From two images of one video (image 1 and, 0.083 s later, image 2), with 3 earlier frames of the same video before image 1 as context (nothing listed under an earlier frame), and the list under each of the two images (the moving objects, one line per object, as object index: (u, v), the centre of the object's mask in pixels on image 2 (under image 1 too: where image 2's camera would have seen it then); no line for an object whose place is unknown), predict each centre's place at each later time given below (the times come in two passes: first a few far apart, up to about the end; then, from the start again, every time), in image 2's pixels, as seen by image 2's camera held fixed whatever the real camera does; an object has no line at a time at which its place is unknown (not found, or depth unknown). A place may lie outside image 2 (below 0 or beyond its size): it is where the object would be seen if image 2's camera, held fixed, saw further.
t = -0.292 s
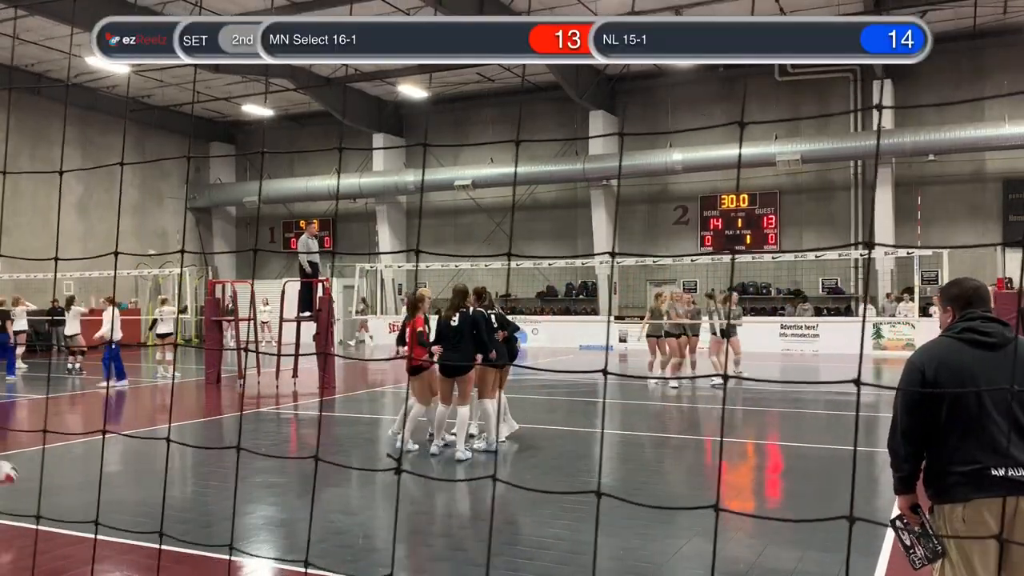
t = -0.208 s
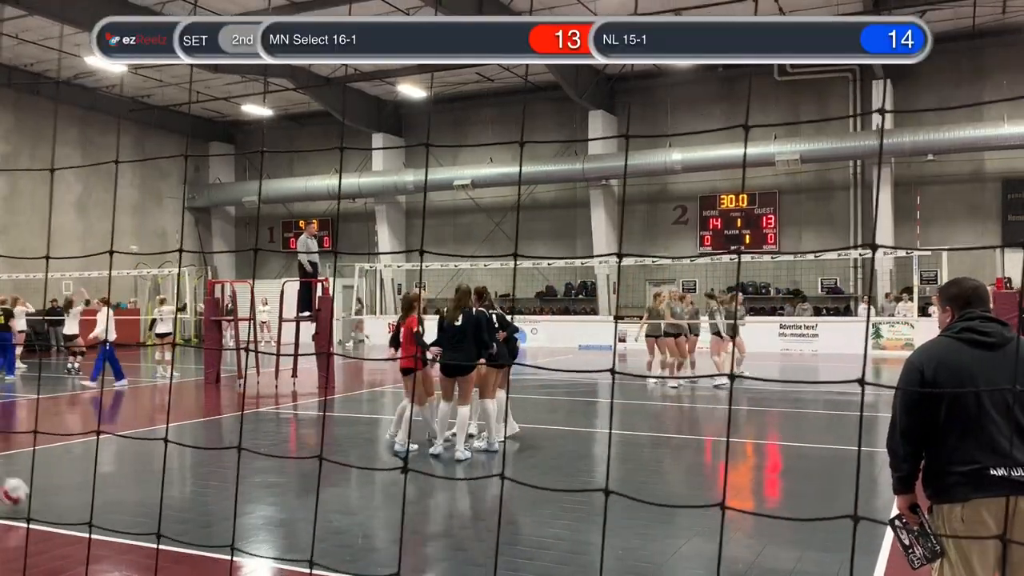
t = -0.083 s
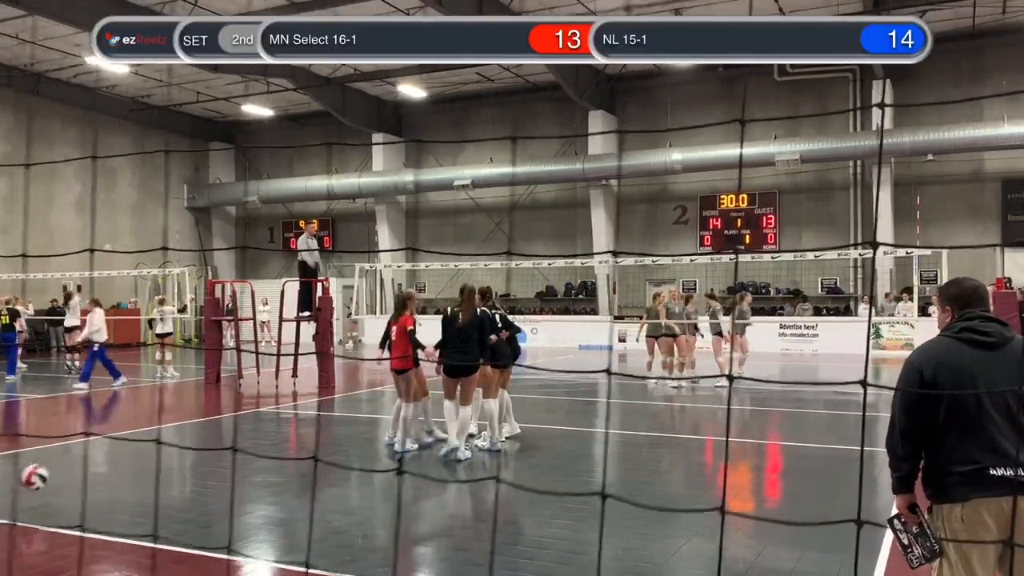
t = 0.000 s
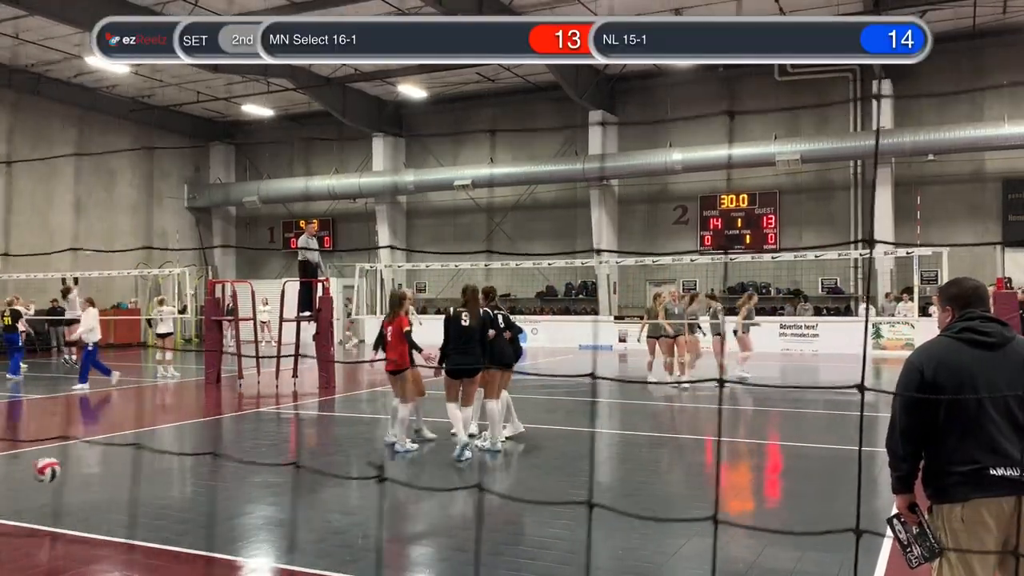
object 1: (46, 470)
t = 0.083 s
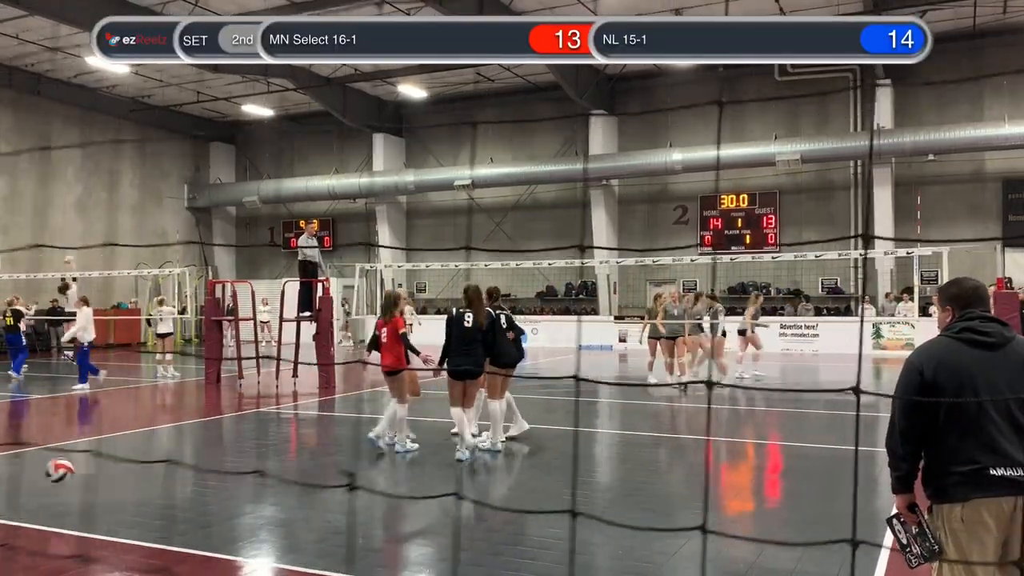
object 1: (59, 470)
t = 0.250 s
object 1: (86, 484)
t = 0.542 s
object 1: (122, 481)
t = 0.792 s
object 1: (152, 476)
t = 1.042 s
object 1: (182, 476)
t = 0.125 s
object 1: (65, 473)
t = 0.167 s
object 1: (71, 478)
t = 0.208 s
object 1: (78, 485)
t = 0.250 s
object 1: (86, 484)
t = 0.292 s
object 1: (89, 480)
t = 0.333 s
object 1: (95, 475)
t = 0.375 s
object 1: (102, 471)
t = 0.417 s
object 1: (107, 471)
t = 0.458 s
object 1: (111, 473)
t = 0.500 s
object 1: (116, 476)
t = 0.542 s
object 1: (122, 481)
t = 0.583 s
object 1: (127, 483)
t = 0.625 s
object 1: (133, 478)
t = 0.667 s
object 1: (137, 475)
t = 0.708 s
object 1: (142, 473)
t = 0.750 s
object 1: (147, 473)
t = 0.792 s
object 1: (152, 476)
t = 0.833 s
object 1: (157, 481)
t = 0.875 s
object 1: (162, 477)
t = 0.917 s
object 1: (167, 474)
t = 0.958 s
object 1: (172, 473)
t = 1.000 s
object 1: (177, 474)
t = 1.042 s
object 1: (182, 476)
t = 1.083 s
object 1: (187, 476)
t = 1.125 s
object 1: (192, 473)
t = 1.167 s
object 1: (197, 472)
